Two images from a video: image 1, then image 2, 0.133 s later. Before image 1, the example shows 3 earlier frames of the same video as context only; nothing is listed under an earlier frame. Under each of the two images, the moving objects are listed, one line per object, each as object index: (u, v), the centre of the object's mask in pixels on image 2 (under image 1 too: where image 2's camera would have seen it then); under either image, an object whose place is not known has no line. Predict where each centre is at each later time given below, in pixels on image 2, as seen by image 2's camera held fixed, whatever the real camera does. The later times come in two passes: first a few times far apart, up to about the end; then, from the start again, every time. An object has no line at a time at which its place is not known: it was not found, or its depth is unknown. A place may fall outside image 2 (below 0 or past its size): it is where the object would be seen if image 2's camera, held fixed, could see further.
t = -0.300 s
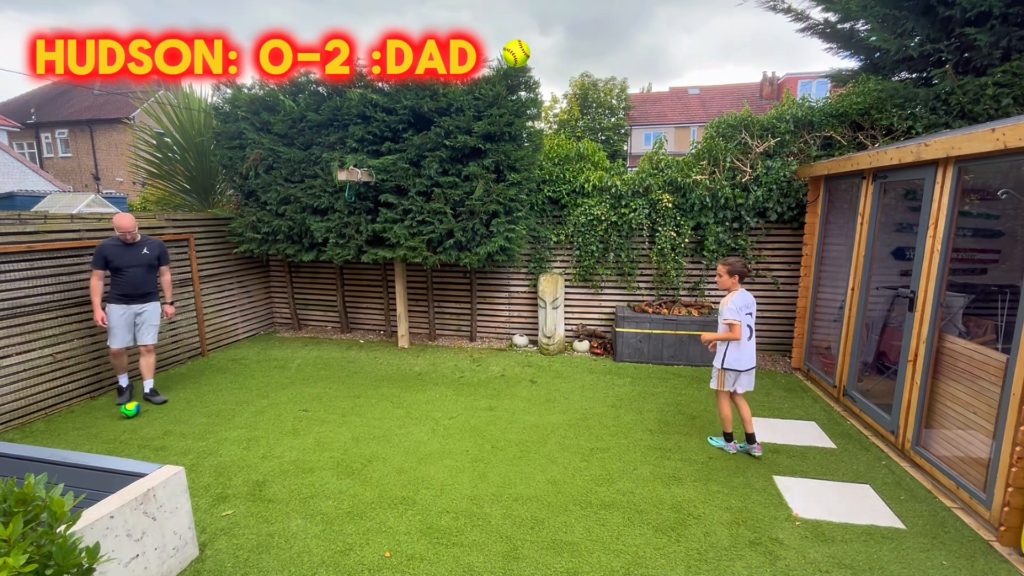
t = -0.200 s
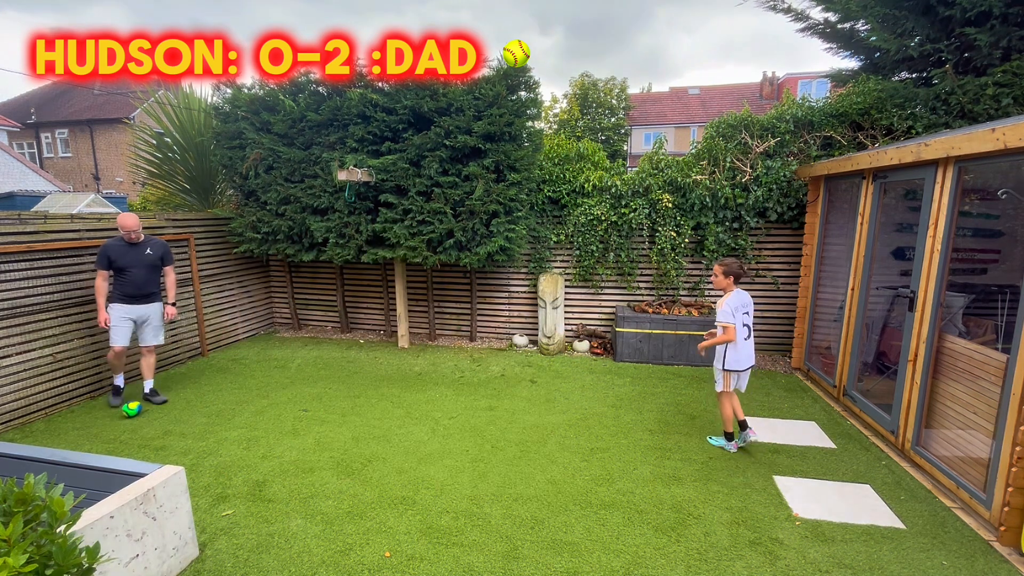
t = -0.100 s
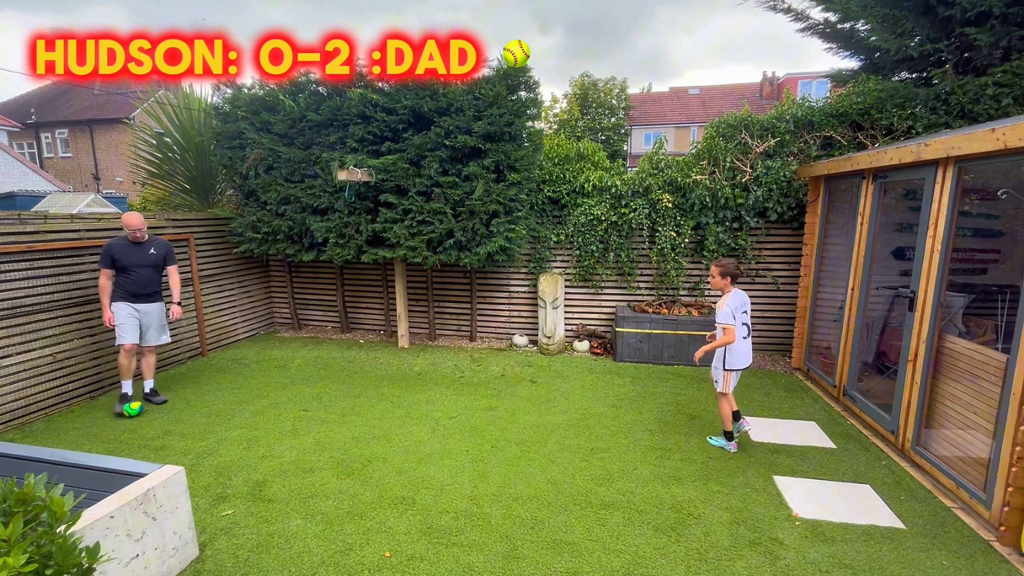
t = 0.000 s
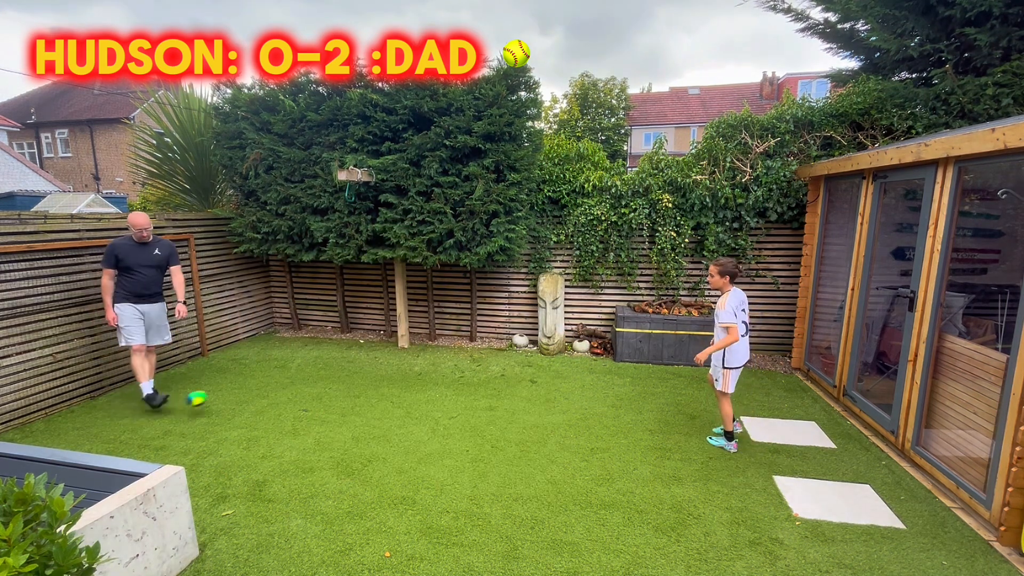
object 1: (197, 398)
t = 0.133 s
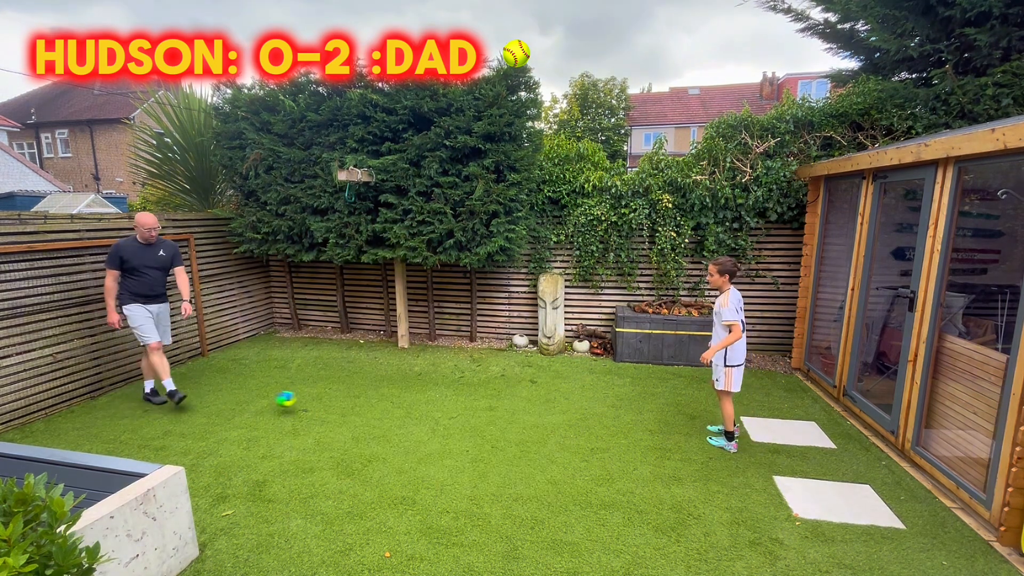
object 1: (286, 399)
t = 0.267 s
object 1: (366, 401)
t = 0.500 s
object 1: (486, 404)
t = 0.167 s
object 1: (308, 403)
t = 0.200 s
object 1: (329, 406)
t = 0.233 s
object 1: (347, 403)
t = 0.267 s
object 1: (366, 401)
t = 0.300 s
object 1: (384, 401)
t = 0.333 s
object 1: (403, 401)
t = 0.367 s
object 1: (421, 403)
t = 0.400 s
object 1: (439, 405)
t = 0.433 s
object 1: (455, 403)
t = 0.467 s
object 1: (470, 404)
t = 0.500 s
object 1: (486, 404)
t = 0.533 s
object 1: (500, 404)
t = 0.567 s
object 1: (514, 404)
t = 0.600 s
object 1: (528, 404)
